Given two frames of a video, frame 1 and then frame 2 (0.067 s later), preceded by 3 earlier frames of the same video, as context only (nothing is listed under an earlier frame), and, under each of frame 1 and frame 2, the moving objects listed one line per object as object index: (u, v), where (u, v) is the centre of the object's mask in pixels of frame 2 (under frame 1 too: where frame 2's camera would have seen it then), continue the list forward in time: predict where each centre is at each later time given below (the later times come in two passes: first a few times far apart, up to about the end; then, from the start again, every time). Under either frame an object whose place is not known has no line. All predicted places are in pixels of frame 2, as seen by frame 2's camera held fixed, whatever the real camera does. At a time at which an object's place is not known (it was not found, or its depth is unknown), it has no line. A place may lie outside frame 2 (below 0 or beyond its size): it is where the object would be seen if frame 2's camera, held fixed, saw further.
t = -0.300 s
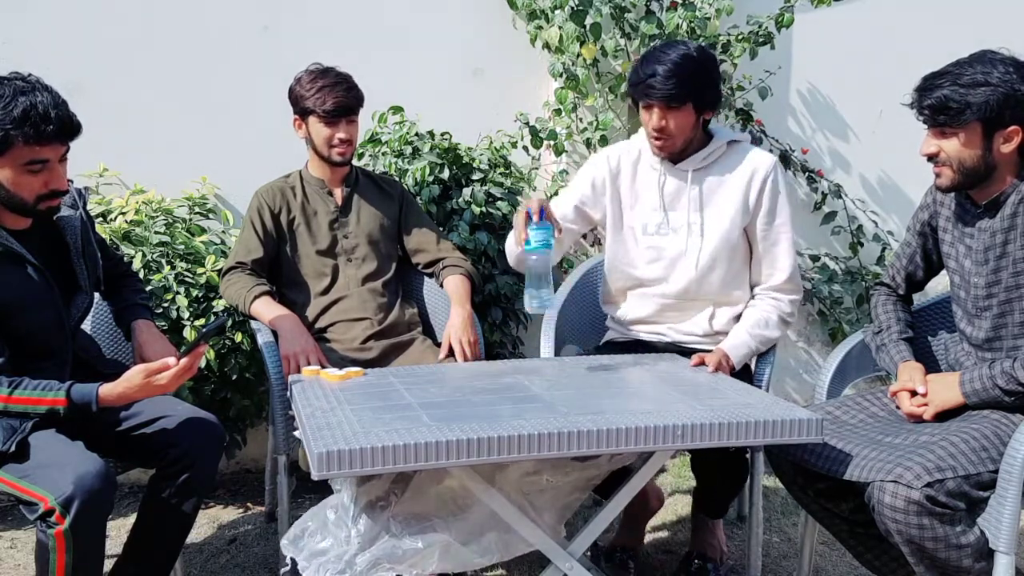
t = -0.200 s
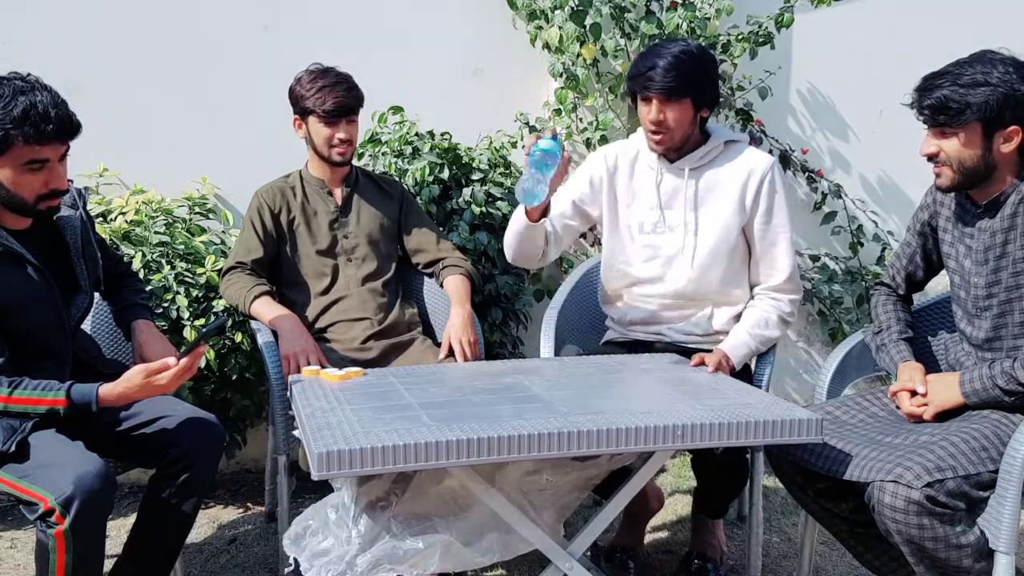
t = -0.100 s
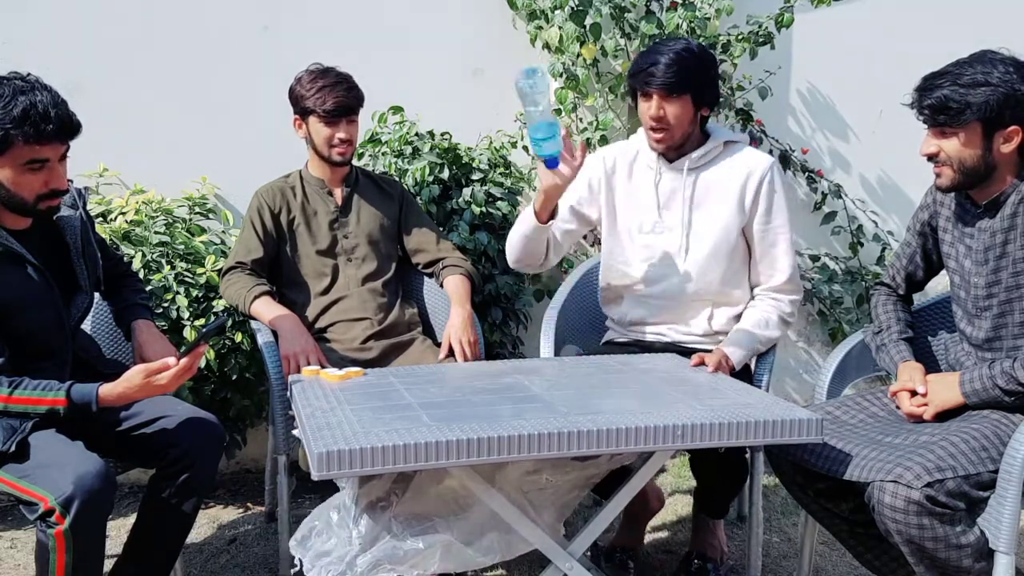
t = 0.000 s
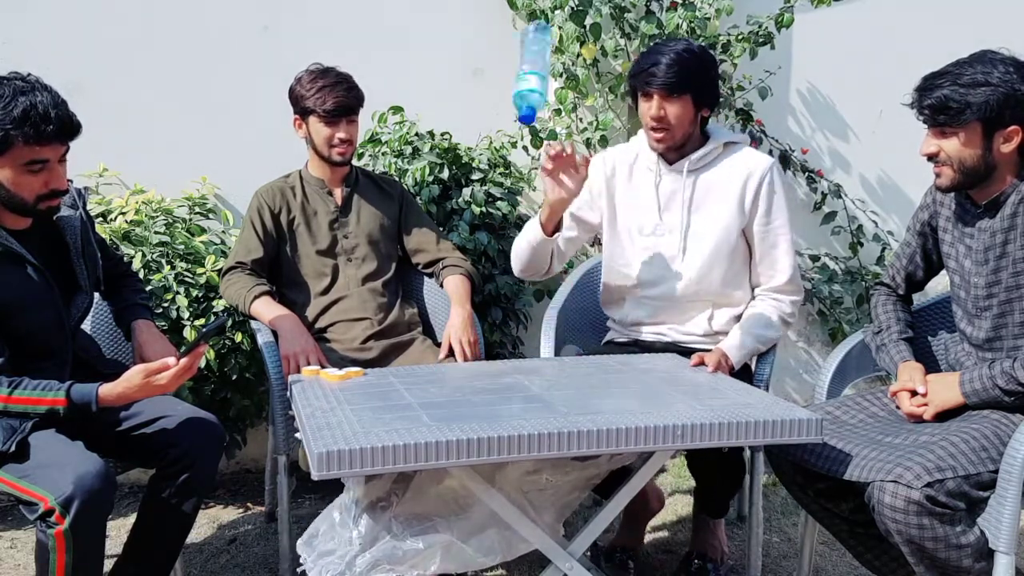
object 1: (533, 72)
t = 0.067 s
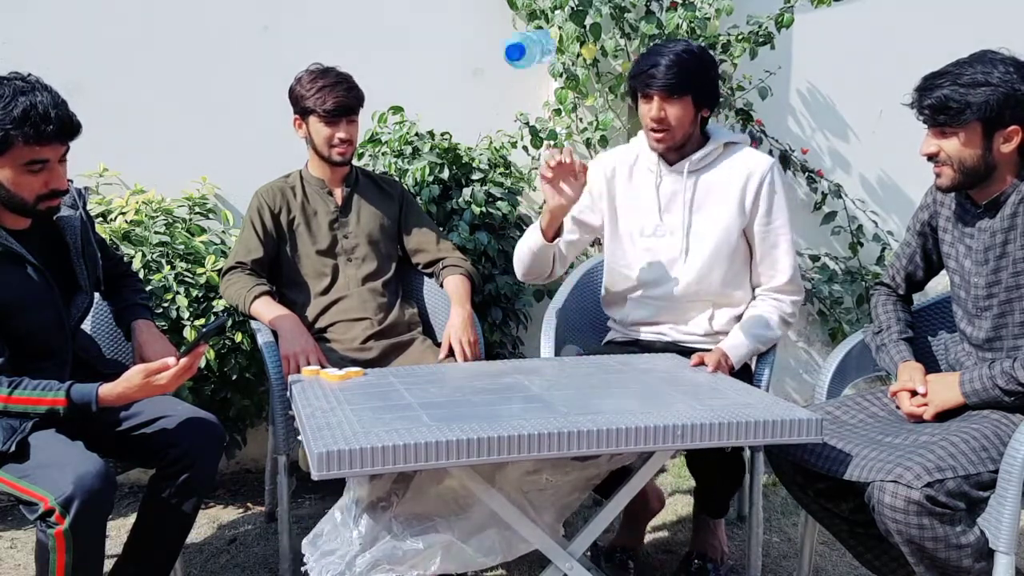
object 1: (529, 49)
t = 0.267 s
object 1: (541, 167)
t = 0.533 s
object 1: (559, 370)
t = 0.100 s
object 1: (528, 45)
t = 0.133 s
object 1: (529, 49)
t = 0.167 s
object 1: (532, 65)
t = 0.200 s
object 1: (535, 90)
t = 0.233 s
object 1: (539, 125)
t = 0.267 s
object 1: (541, 167)
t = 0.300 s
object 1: (543, 215)
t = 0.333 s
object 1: (543, 271)
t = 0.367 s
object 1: (545, 326)
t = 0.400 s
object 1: (548, 369)
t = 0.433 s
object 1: (549, 369)
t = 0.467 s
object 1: (552, 366)
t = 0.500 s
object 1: (556, 367)
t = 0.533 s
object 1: (559, 370)
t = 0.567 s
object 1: (563, 370)
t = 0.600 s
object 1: (565, 371)
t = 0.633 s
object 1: (568, 371)
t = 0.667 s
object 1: (571, 372)
